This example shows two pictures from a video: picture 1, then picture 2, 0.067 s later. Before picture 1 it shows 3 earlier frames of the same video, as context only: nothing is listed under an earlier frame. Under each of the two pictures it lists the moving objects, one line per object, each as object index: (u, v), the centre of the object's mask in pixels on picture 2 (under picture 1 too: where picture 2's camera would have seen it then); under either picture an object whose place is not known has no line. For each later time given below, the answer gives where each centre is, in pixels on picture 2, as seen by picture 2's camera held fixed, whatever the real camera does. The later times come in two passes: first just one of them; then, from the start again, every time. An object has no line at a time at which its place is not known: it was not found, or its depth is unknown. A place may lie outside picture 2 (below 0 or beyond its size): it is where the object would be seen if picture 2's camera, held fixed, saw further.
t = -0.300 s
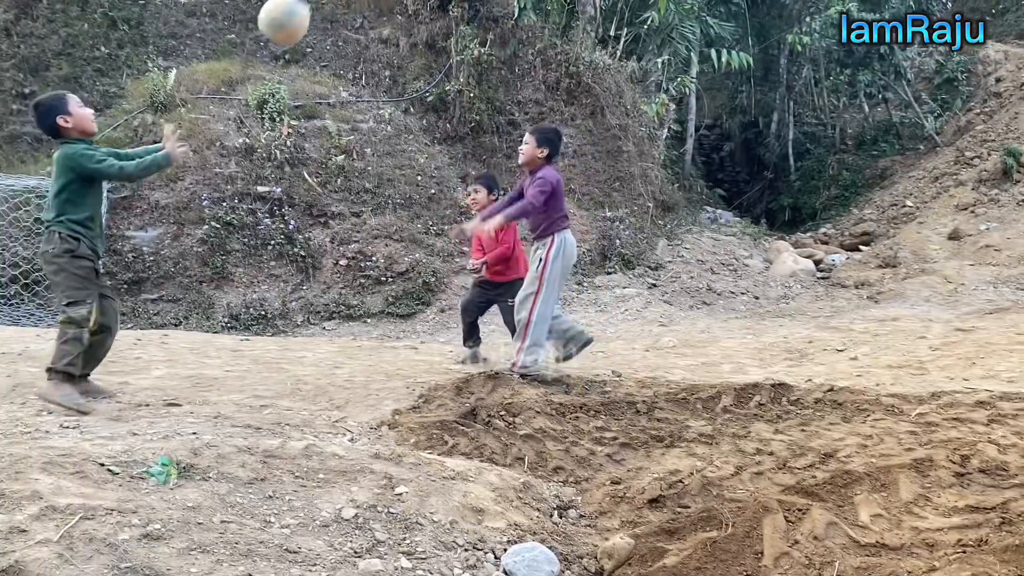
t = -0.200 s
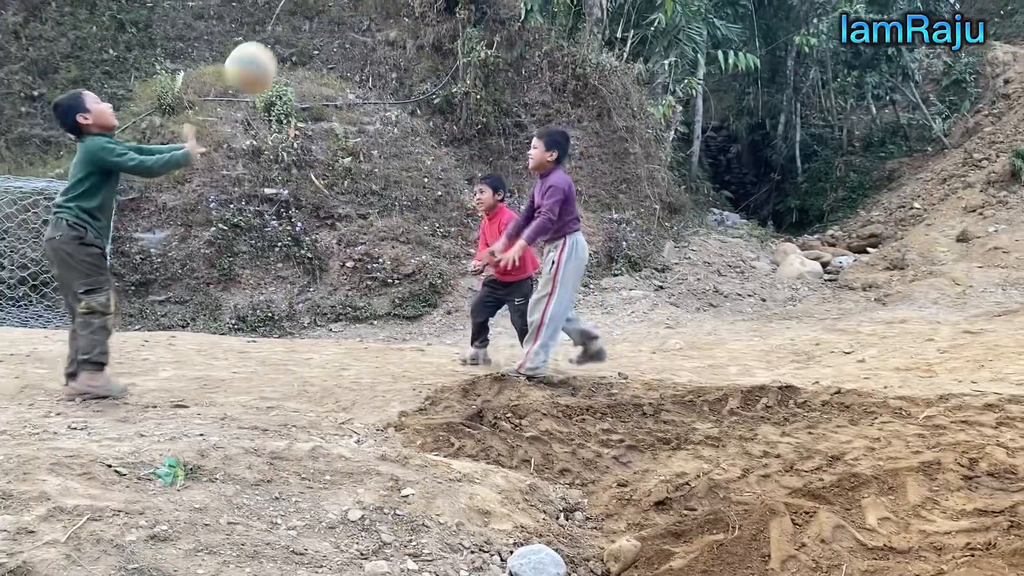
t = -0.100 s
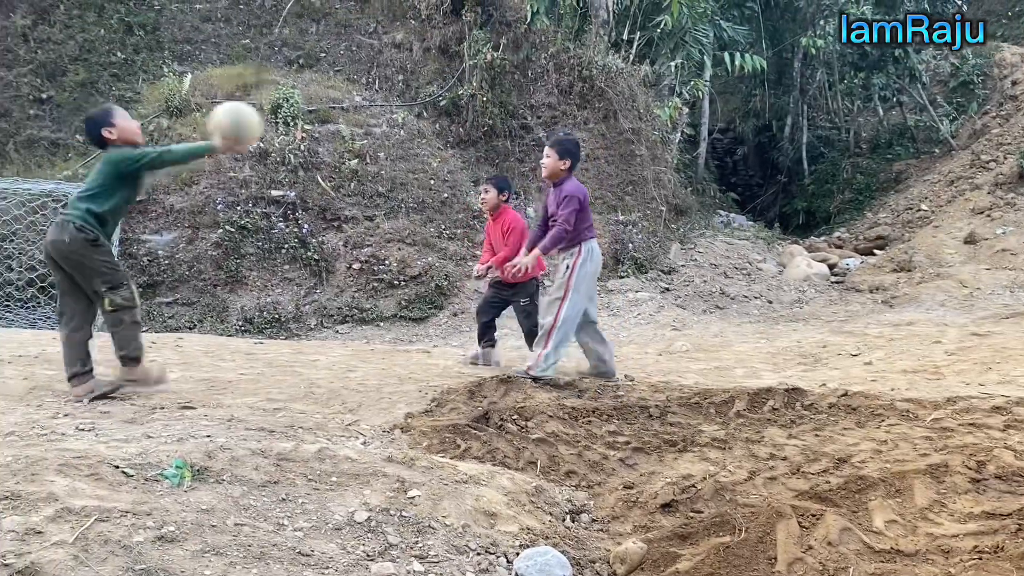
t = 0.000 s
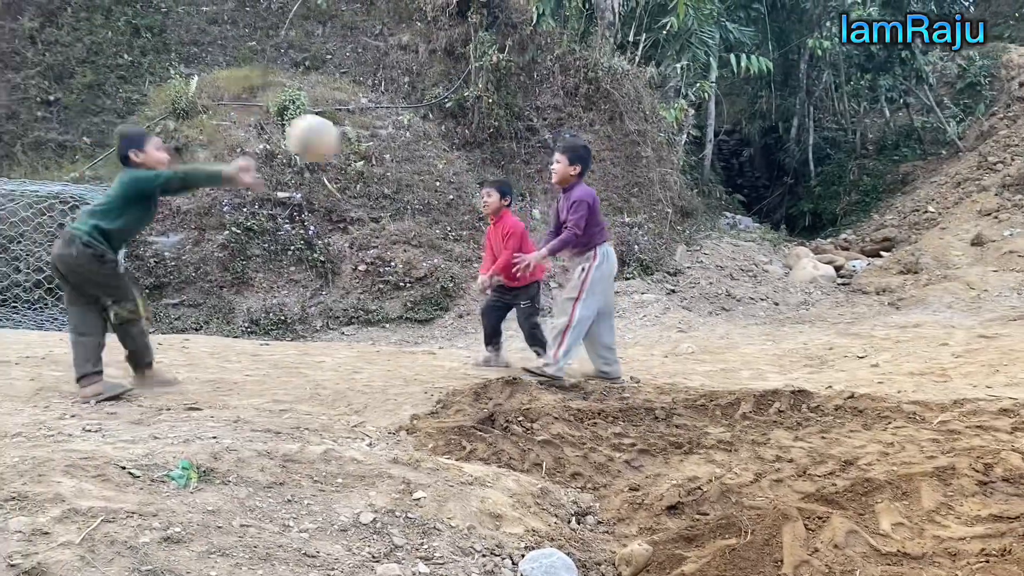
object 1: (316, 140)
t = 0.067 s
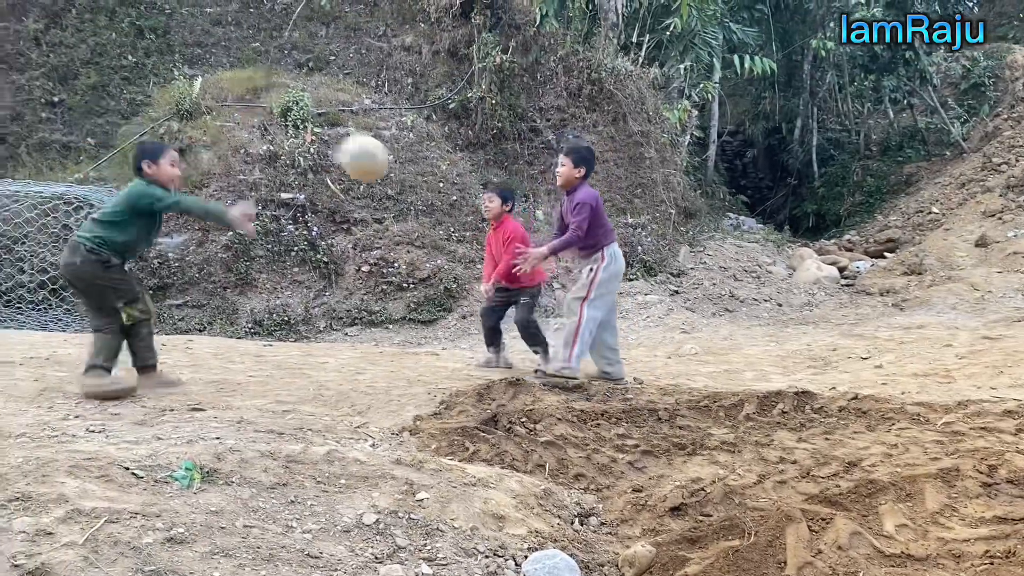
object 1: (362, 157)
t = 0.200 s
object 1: (453, 218)
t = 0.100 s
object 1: (386, 170)
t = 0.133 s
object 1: (408, 184)
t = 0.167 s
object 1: (432, 202)
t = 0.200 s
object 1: (453, 218)
